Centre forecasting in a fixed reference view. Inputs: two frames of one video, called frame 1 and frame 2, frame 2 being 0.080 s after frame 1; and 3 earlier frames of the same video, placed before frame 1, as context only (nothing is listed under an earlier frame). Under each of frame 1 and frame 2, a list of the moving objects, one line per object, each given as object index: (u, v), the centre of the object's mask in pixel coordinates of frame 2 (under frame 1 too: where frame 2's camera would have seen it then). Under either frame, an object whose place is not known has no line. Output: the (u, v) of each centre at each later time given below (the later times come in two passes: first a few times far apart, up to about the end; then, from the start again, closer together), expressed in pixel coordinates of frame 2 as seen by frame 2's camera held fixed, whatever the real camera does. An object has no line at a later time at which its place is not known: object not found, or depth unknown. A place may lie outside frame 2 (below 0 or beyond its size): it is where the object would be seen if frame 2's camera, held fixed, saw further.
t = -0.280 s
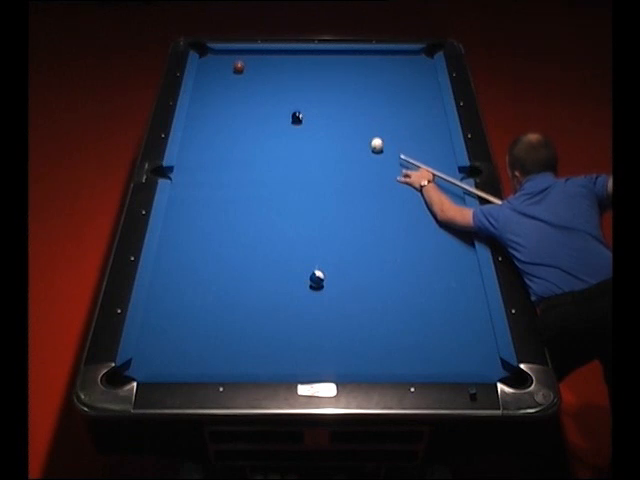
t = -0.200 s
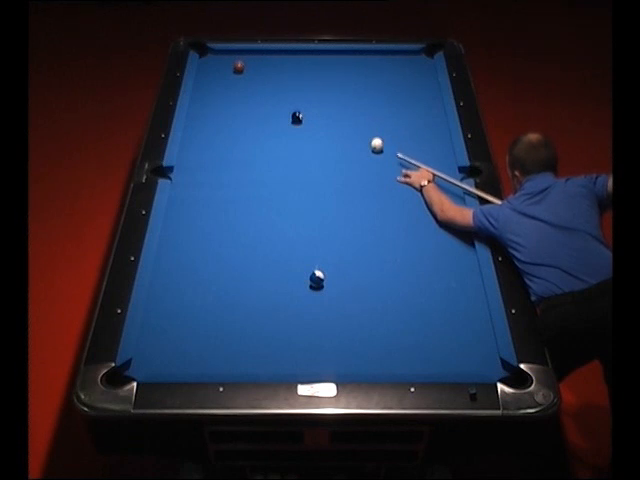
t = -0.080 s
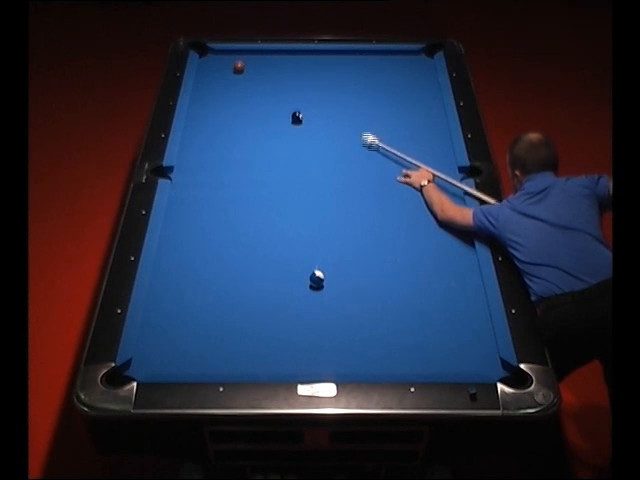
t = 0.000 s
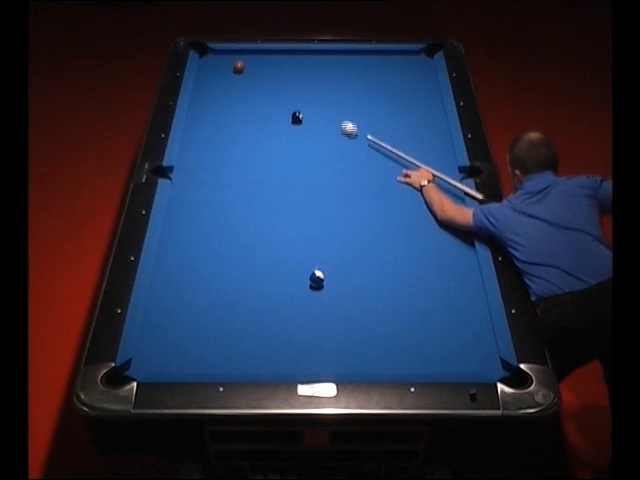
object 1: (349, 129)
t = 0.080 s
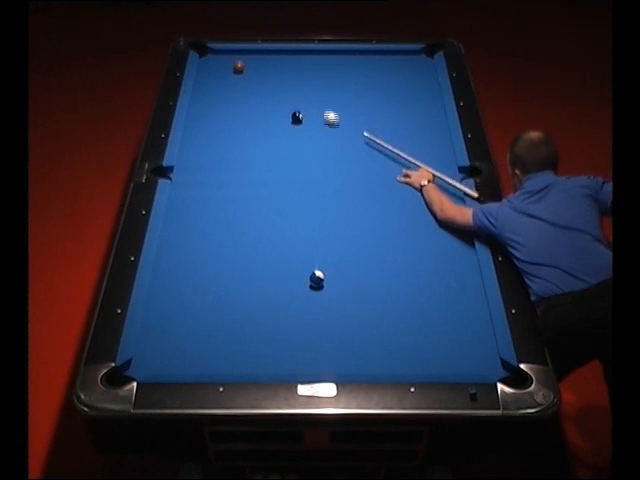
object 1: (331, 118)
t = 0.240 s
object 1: (297, 99)
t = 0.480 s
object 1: (251, 72)
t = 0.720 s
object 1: (247, 62)
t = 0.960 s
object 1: (243, 53)
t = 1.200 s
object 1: (240, 55)
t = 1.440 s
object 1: (237, 59)
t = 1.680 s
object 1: (234, 63)
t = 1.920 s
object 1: (232, 67)
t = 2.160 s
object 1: (229, 70)
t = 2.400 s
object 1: (228, 74)
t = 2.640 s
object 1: (227, 76)
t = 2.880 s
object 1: (226, 79)
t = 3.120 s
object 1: (225, 80)
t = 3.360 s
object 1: (225, 82)
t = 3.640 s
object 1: (224, 83)
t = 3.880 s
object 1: (224, 83)
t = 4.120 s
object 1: (224, 83)
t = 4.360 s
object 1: (225, 83)
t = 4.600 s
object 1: (224, 83)
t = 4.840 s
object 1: (225, 83)
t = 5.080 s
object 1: (224, 83)
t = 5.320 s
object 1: (224, 83)
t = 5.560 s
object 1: (225, 83)
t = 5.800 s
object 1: (224, 83)
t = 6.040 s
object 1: (224, 83)
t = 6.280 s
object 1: (225, 83)
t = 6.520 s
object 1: (224, 83)
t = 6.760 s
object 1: (224, 83)
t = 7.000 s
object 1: (224, 83)
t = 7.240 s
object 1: (224, 83)
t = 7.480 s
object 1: (225, 83)
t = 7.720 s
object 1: (224, 83)
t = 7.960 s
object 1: (224, 84)
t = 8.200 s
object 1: (224, 83)
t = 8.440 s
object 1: (224, 83)
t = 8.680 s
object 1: (224, 83)
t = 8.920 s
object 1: (224, 83)
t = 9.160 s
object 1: (224, 83)
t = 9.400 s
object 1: (224, 83)
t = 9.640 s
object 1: (224, 83)
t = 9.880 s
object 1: (224, 83)
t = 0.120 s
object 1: (322, 113)
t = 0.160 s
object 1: (313, 108)
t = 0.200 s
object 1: (305, 103)
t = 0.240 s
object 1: (297, 99)
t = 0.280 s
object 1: (289, 94)
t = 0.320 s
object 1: (281, 89)
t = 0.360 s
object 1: (273, 85)
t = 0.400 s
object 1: (266, 81)
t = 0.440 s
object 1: (258, 76)
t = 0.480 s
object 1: (251, 72)
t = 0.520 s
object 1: (247, 69)
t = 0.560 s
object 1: (248, 68)
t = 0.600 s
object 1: (248, 67)
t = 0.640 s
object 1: (248, 65)
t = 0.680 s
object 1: (248, 64)
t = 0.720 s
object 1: (247, 62)
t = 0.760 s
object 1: (246, 61)
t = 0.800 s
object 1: (246, 59)
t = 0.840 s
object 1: (245, 58)
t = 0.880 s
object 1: (244, 56)
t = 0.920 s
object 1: (244, 55)
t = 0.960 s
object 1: (243, 53)
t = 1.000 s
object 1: (242, 52)
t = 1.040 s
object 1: (242, 52)
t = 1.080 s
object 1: (241, 53)
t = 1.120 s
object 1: (240, 54)
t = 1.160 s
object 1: (240, 54)
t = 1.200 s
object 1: (240, 55)
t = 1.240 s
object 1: (239, 56)
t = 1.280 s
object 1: (238, 56)
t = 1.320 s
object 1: (238, 57)
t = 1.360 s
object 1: (237, 58)
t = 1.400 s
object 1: (237, 59)
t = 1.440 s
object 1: (237, 59)
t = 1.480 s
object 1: (236, 60)
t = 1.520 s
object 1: (236, 60)
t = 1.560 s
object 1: (235, 61)
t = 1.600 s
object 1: (235, 62)
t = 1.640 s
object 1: (234, 63)
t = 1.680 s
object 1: (234, 63)
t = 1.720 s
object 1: (234, 64)
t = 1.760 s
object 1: (233, 65)
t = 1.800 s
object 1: (233, 65)
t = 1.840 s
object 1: (232, 66)
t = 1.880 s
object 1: (232, 66)
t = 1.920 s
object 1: (232, 67)
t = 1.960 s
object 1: (231, 68)
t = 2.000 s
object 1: (231, 68)
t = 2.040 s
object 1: (231, 69)
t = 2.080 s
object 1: (230, 69)
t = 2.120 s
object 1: (230, 70)
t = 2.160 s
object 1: (229, 70)
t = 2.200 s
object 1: (229, 71)
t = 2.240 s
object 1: (229, 72)
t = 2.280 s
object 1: (229, 72)
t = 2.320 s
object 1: (228, 73)
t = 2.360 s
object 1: (228, 73)
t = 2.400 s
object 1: (228, 74)
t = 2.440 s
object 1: (228, 74)
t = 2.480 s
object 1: (227, 75)
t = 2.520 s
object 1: (227, 75)
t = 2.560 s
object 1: (227, 75)
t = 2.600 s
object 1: (227, 76)
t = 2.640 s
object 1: (227, 76)
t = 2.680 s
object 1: (226, 77)
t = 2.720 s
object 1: (226, 77)
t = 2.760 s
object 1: (226, 77)
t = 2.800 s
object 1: (226, 78)
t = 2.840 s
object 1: (226, 78)
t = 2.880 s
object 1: (226, 79)
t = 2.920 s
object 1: (225, 79)
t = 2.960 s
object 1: (225, 79)
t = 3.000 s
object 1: (225, 80)
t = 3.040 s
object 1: (225, 80)
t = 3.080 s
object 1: (225, 80)
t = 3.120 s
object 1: (225, 80)
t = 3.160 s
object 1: (225, 81)
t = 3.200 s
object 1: (225, 81)
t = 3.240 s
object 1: (225, 81)
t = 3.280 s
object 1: (225, 81)
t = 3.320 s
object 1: (225, 82)
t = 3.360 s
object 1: (225, 82)
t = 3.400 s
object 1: (225, 82)
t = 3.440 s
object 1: (225, 82)
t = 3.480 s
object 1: (225, 82)
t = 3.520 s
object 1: (225, 82)
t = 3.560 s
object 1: (225, 83)
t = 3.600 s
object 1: (225, 83)
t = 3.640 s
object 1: (224, 83)
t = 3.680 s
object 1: (224, 83)
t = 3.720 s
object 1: (225, 83)
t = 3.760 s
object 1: (225, 83)
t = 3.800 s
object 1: (225, 83)
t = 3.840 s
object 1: (225, 83)
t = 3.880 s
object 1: (224, 83)
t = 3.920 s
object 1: (224, 83)
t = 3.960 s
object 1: (224, 83)
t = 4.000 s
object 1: (224, 83)
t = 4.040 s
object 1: (224, 83)
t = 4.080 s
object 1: (224, 83)
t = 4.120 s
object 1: (224, 83)
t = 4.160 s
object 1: (224, 83)
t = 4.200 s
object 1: (224, 83)
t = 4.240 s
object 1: (224, 83)
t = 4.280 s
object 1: (224, 83)
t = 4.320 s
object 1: (224, 83)
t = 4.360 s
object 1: (225, 83)
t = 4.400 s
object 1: (224, 83)
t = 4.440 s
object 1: (224, 83)
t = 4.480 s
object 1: (225, 83)
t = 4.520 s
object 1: (224, 83)
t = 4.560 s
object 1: (225, 83)
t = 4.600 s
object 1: (224, 83)
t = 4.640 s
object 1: (225, 83)
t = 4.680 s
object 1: (224, 83)
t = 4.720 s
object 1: (224, 83)
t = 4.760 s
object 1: (224, 83)
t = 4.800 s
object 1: (224, 83)
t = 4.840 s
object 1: (225, 83)
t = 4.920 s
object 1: (224, 83)
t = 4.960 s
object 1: (224, 83)
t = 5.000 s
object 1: (225, 83)
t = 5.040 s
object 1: (224, 83)
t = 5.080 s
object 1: (224, 83)
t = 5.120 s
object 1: (224, 83)
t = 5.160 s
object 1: (224, 83)
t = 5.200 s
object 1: (224, 83)
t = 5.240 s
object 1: (225, 83)
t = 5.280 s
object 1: (224, 83)
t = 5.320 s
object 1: (224, 83)
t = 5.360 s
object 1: (224, 83)
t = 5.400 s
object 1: (224, 83)
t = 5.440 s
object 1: (224, 83)
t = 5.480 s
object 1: (225, 83)
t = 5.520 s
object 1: (224, 83)
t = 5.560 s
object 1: (225, 83)
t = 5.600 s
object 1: (225, 83)
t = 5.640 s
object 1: (224, 83)
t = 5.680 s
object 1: (224, 83)
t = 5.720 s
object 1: (224, 83)
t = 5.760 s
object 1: (224, 83)
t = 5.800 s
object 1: (224, 83)
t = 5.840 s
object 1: (224, 83)
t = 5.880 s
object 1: (224, 83)
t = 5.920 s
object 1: (225, 83)
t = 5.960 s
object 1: (224, 83)
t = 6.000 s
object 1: (224, 83)
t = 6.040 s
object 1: (224, 83)
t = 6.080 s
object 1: (224, 83)
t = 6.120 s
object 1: (224, 83)
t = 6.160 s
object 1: (224, 83)
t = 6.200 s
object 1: (225, 83)
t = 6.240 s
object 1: (224, 83)
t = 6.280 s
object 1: (225, 83)
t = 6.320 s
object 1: (224, 83)
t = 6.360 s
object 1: (224, 83)
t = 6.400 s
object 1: (225, 83)
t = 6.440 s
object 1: (224, 83)
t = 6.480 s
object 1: (224, 83)
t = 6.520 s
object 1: (224, 83)
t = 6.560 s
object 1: (224, 83)
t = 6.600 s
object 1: (224, 83)
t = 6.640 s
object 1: (224, 83)
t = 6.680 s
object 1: (224, 83)
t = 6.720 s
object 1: (224, 83)
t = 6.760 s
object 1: (224, 83)
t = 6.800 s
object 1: (225, 83)
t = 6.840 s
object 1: (224, 83)
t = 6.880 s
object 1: (224, 83)
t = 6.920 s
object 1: (225, 83)
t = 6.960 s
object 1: (224, 83)
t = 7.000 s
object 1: (224, 83)
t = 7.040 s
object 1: (224, 83)
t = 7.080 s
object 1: (224, 83)
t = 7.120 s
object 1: (224, 83)
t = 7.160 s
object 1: (224, 83)
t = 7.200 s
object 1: (224, 83)
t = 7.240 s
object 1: (224, 83)
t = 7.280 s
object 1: (224, 83)
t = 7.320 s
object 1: (225, 83)
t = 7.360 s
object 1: (224, 83)
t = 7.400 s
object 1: (224, 83)
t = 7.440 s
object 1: (225, 83)
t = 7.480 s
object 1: (225, 83)
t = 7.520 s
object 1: (224, 83)
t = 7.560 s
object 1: (224, 83)
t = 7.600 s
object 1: (224, 83)
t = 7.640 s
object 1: (224, 83)
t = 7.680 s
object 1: (224, 83)
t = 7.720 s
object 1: (224, 83)
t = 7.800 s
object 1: (224, 83)
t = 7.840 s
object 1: (224, 83)
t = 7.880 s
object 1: (224, 83)
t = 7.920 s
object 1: (224, 83)
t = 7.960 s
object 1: (224, 84)
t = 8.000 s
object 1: (224, 83)
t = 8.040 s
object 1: (224, 84)
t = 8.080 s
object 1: (224, 83)
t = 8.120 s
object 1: (224, 83)
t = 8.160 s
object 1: (224, 83)
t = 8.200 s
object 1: (224, 83)
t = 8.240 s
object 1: (224, 83)
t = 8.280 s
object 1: (224, 83)
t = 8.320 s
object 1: (224, 83)
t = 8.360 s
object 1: (224, 83)
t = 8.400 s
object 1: (224, 83)
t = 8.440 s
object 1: (224, 83)
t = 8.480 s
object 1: (224, 83)
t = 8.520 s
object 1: (224, 83)
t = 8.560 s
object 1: (224, 83)
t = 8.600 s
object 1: (224, 83)
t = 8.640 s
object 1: (224, 83)
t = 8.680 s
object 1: (224, 83)
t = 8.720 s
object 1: (224, 83)
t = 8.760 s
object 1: (224, 83)
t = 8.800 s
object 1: (224, 83)
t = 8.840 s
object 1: (224, 83)
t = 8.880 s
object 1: (224, 83)
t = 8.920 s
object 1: (224, 83)
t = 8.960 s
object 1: (224, 83)
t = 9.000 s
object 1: (224, 83)
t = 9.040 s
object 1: (224, 83)
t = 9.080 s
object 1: (224, 83)
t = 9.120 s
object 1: (224, 83)
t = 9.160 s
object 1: (224, 83)
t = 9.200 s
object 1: (224, 83)
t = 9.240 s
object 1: (224, 83)
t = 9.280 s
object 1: (224, 83)
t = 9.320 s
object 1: (224, 83)
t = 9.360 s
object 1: (224, 83)
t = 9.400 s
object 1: (224, 83)
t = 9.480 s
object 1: (224, 83)
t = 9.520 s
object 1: (224, 83)
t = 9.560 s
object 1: (224, 83)
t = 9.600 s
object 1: (224, 83)
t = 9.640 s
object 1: (224, 83)
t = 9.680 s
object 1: (224, 83)
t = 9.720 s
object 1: (224, 83)
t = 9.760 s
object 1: (224, 83)
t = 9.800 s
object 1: (224, 83)
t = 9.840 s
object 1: (224, 83)
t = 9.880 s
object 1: (224, 83)
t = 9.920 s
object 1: (224, 83)
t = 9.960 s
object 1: (224, 83)
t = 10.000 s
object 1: (224, 83)
